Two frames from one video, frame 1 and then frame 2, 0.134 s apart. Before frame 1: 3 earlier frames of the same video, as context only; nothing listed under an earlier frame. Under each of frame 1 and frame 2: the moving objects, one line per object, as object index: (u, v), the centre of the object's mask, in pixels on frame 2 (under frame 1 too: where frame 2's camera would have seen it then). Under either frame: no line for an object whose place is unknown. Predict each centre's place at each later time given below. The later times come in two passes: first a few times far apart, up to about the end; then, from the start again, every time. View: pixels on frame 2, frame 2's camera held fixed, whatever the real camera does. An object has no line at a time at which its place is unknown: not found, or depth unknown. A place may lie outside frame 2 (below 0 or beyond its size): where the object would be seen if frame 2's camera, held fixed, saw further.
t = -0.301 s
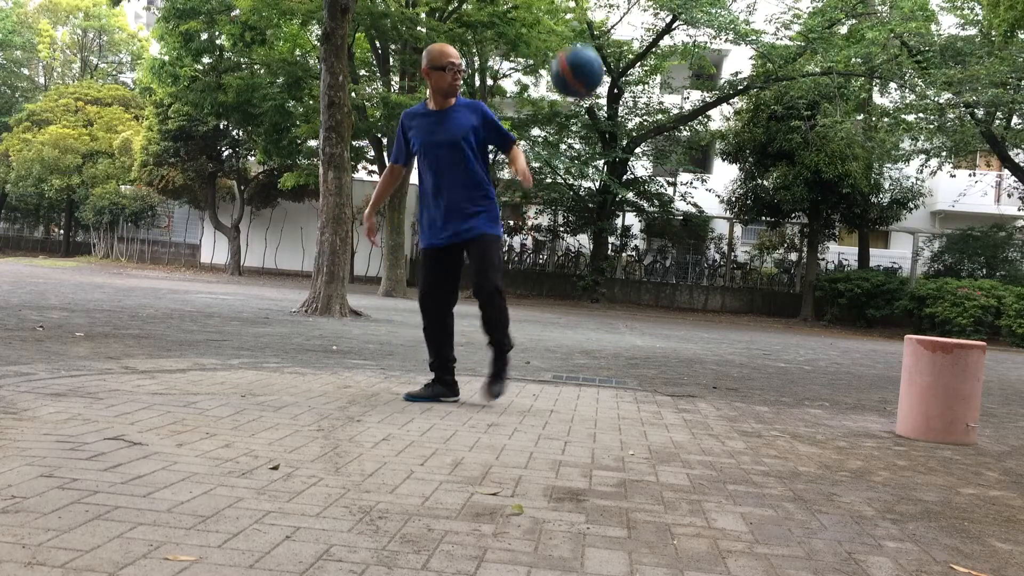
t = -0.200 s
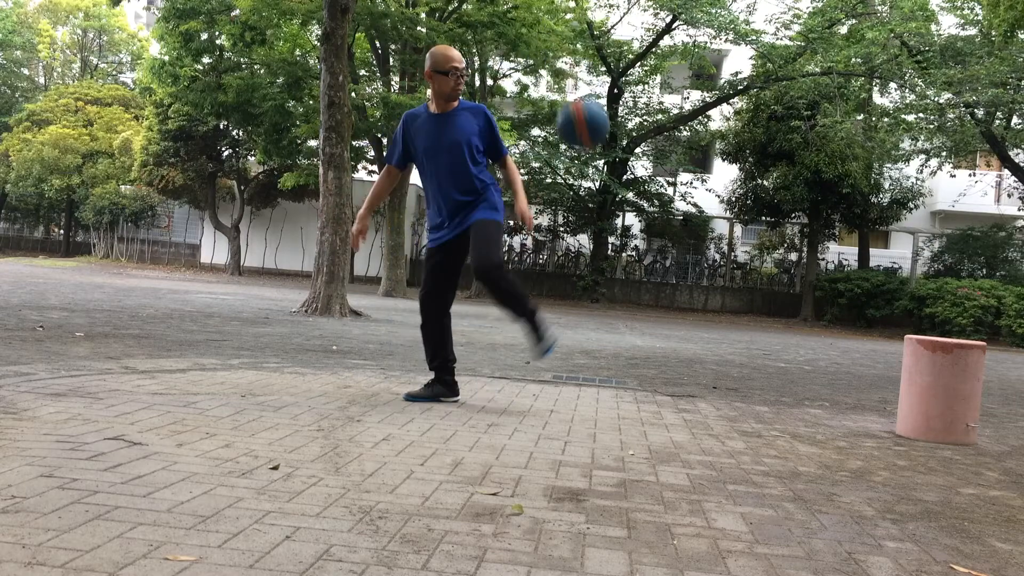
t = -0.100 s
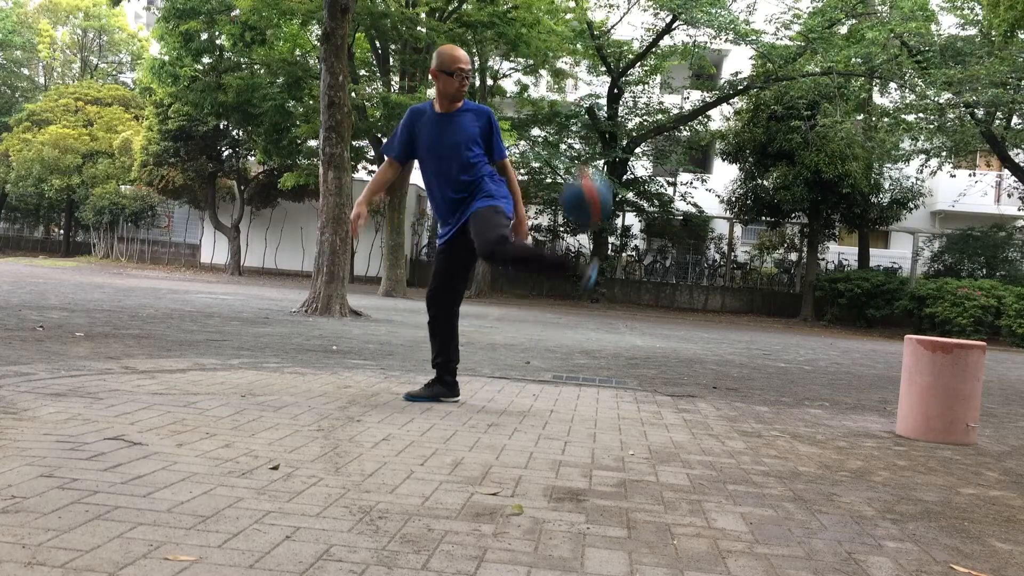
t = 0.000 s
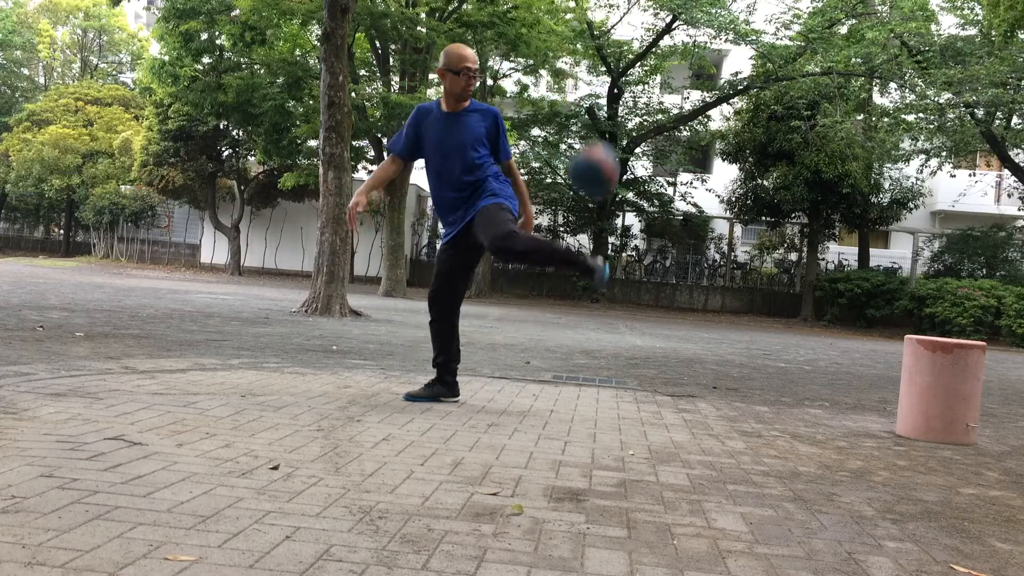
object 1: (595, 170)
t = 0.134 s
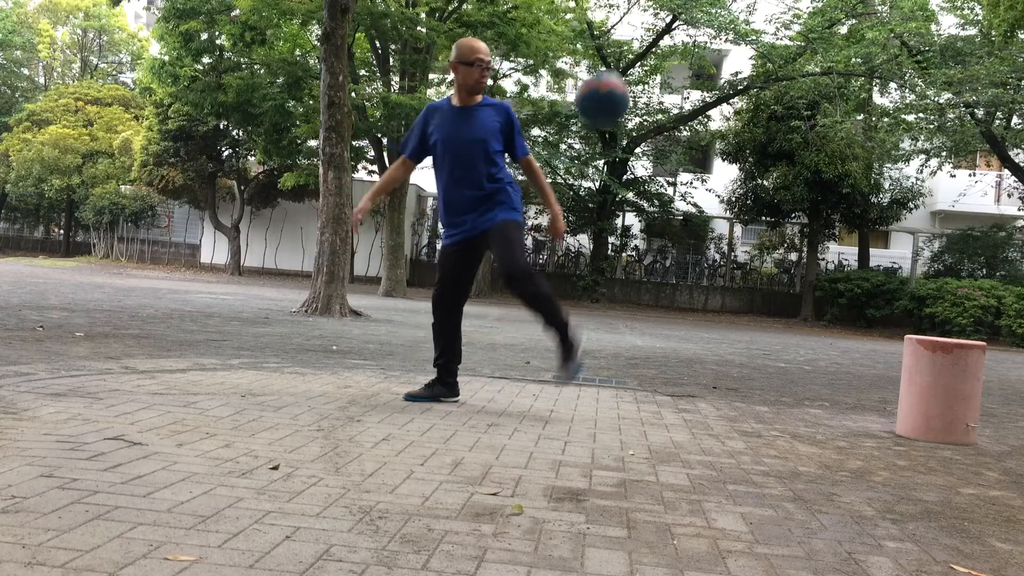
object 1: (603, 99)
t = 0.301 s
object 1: (610, 64)
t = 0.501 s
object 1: (613, 108)
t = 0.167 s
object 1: (605, 86)
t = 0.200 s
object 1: (606, 76)
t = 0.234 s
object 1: (608, 69)
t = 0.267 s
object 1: (609, 66)
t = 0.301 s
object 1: (610, 64)
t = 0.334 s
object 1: (611, 64)
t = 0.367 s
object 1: (612, 67)
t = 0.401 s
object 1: (613, 73)
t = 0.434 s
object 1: (613, 81)
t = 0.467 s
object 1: (613, 94)
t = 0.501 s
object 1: (613, 108)
